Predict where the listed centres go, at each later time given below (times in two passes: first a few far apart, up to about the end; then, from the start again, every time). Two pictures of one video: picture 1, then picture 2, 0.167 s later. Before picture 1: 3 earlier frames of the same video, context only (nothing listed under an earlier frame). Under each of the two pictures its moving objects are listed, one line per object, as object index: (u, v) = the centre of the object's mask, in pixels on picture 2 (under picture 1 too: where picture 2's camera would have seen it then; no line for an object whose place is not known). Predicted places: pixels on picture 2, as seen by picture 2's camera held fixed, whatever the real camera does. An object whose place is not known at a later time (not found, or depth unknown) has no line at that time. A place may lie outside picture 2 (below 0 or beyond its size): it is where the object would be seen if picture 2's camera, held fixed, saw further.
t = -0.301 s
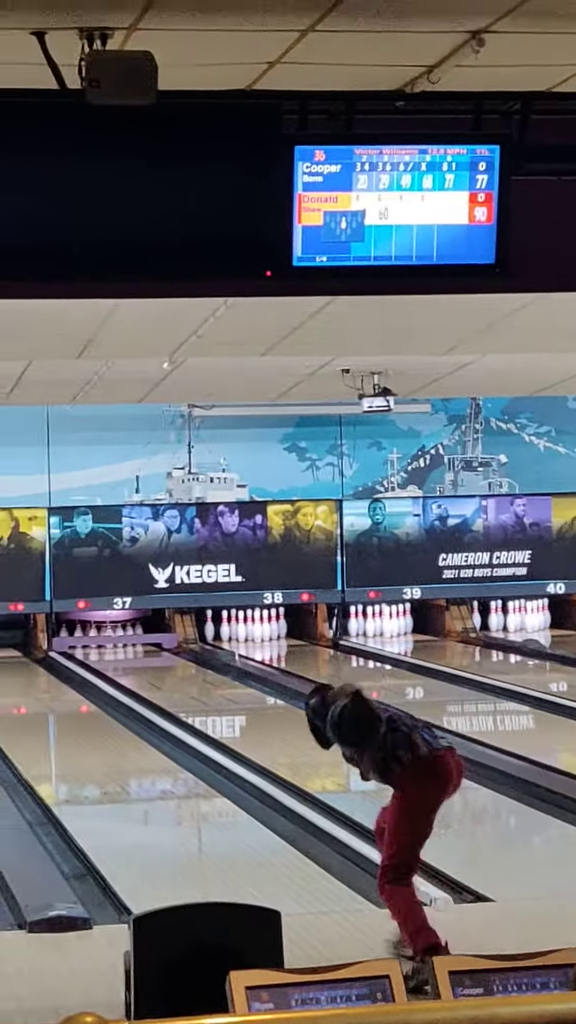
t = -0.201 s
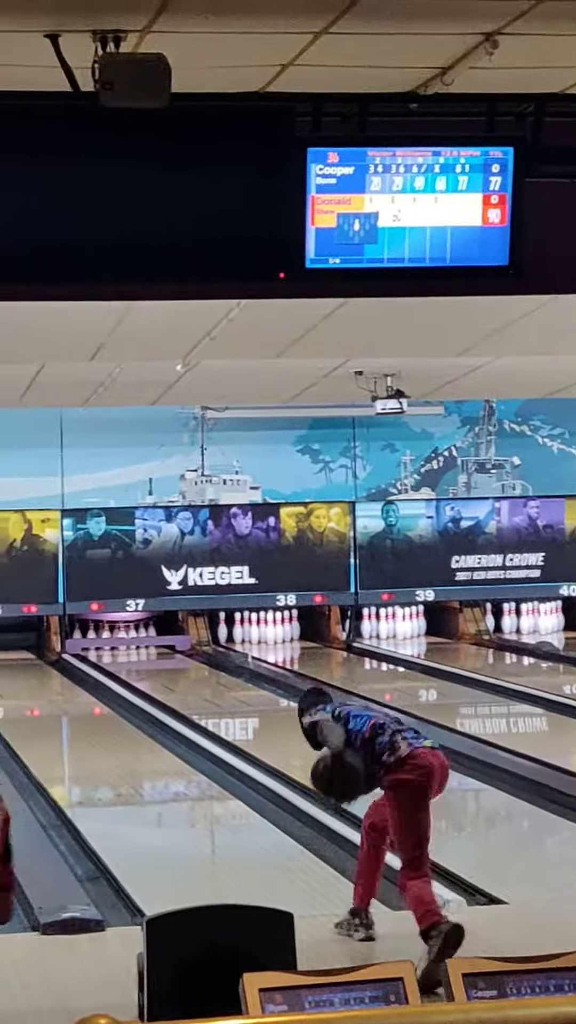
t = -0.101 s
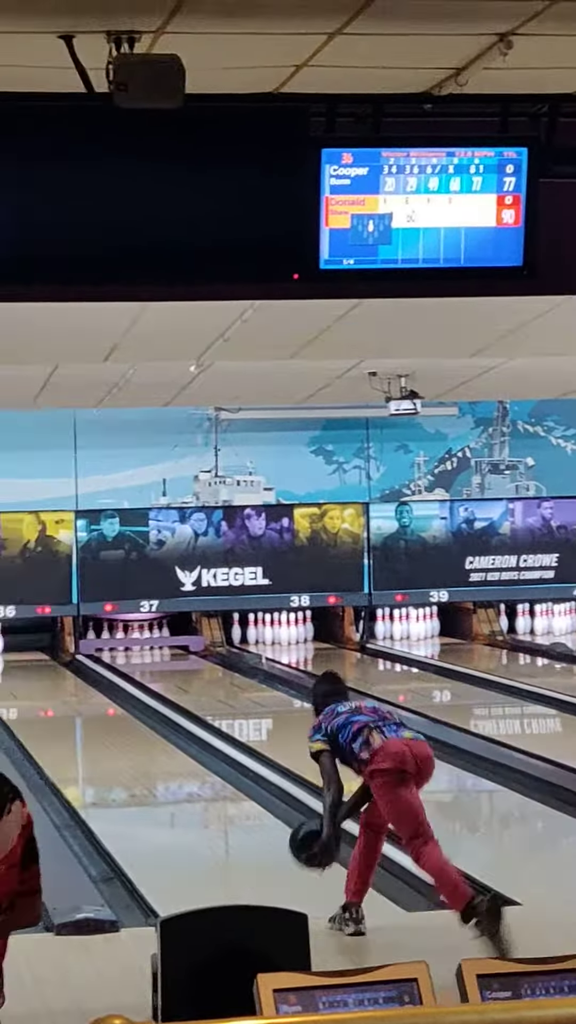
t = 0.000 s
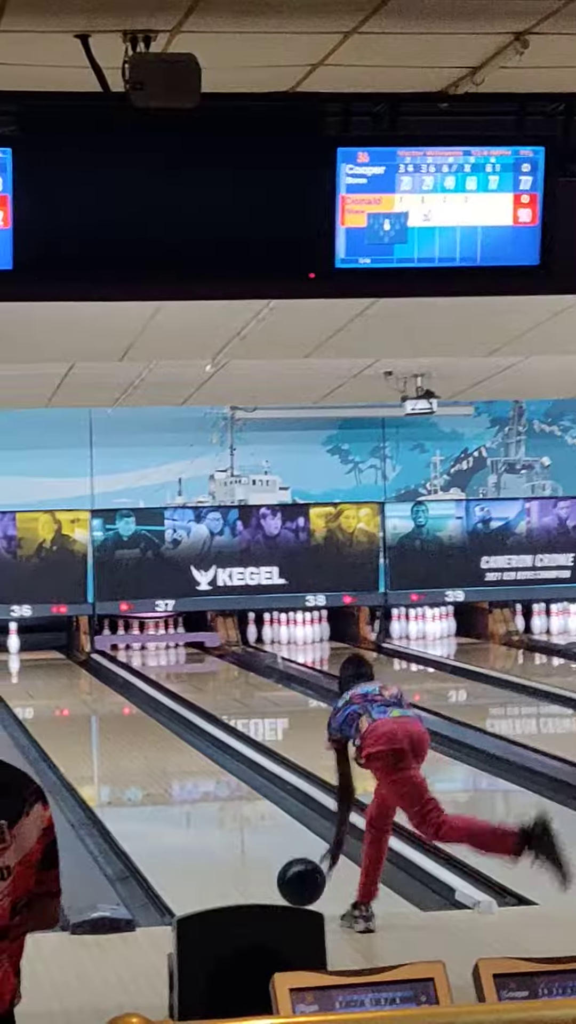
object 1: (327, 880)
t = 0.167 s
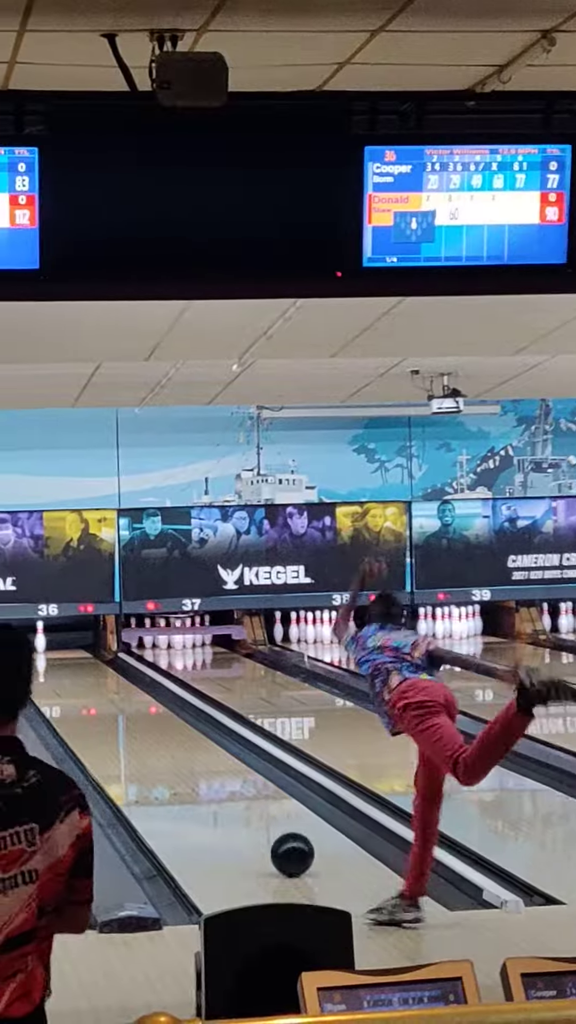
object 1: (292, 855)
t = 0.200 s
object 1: (286, 847)
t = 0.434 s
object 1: (248, 802)
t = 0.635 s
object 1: (220, 772)
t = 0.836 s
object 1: (197, 749)
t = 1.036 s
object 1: (177, 728)
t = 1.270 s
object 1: (158, 708)
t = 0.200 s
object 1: (286, 847)
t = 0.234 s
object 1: (280, 840)
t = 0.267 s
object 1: (274, 833)
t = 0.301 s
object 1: (269, 826)
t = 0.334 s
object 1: (263, 820)
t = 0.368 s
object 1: (258, 814)
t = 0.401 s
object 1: (252, 808)
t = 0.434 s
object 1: (248, 802)
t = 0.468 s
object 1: (243, 797)
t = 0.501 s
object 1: (238, 791)
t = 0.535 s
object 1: (233, 786)
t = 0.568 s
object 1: (229, 781)
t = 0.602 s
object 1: (224, 776)
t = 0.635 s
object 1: (220, 772)
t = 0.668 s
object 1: (216, 768)
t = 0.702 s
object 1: (212, 764)
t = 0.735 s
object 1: (208, 760)
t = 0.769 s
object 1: (204, 756)
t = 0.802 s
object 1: (200, 753)
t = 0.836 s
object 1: (197, 749)
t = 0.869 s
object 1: (193, 745)
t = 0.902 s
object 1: (190, 742)
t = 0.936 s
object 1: (186, 738)
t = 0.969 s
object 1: (183, 735)
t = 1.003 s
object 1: (180, 732)
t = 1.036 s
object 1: (177, 728)
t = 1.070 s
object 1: (174, 726)
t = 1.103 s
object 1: (172, 722)
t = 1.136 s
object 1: (169, 719)
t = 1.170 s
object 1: (166, 717)
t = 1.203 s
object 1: (163, 714)
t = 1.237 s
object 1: (160, 711)
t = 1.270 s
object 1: (158, 708)
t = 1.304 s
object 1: (155, 706)
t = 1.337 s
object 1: (152, 703)
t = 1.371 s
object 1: (149, 700)
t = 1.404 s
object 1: (147, 697)
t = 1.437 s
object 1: (144, 694)
